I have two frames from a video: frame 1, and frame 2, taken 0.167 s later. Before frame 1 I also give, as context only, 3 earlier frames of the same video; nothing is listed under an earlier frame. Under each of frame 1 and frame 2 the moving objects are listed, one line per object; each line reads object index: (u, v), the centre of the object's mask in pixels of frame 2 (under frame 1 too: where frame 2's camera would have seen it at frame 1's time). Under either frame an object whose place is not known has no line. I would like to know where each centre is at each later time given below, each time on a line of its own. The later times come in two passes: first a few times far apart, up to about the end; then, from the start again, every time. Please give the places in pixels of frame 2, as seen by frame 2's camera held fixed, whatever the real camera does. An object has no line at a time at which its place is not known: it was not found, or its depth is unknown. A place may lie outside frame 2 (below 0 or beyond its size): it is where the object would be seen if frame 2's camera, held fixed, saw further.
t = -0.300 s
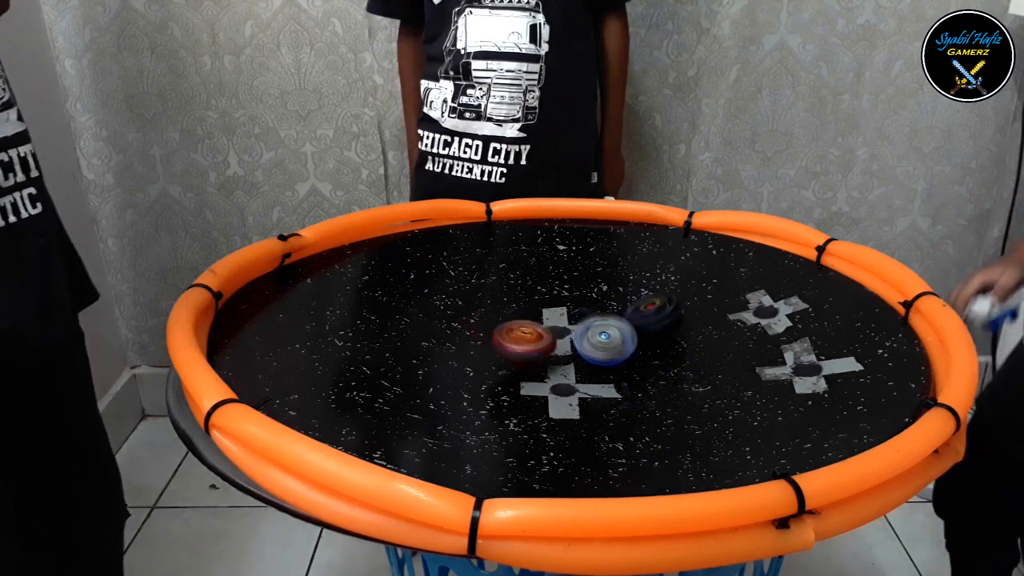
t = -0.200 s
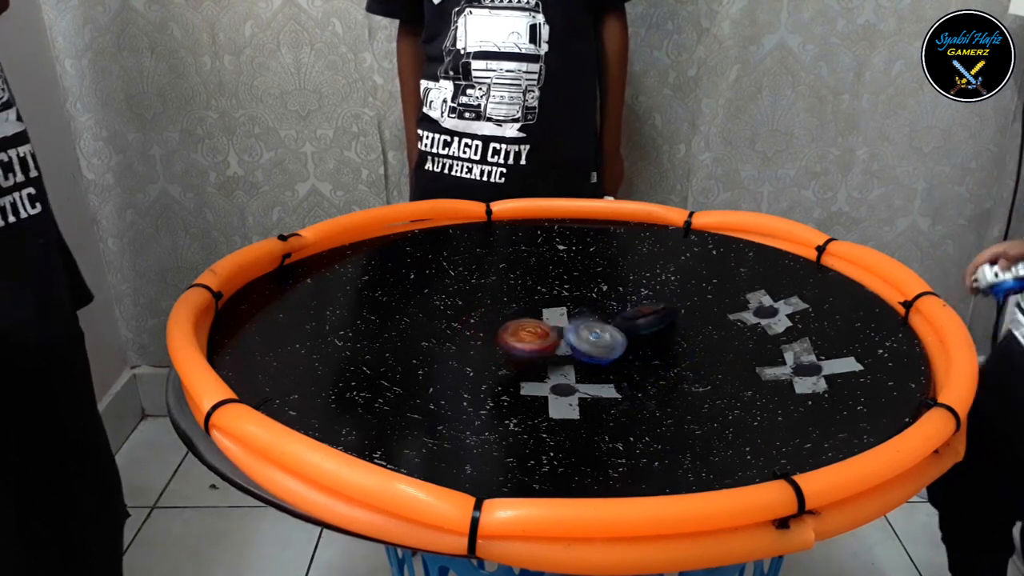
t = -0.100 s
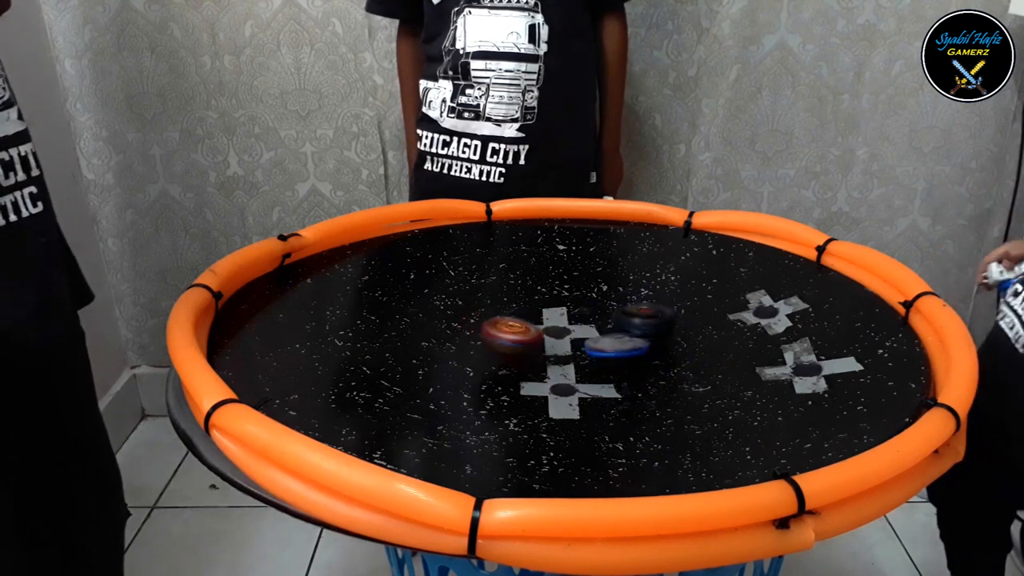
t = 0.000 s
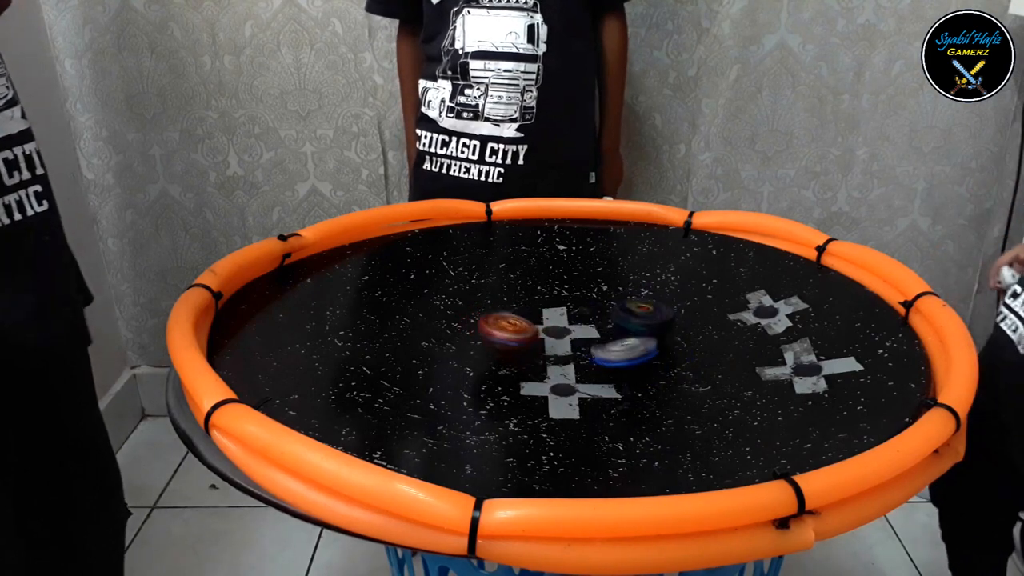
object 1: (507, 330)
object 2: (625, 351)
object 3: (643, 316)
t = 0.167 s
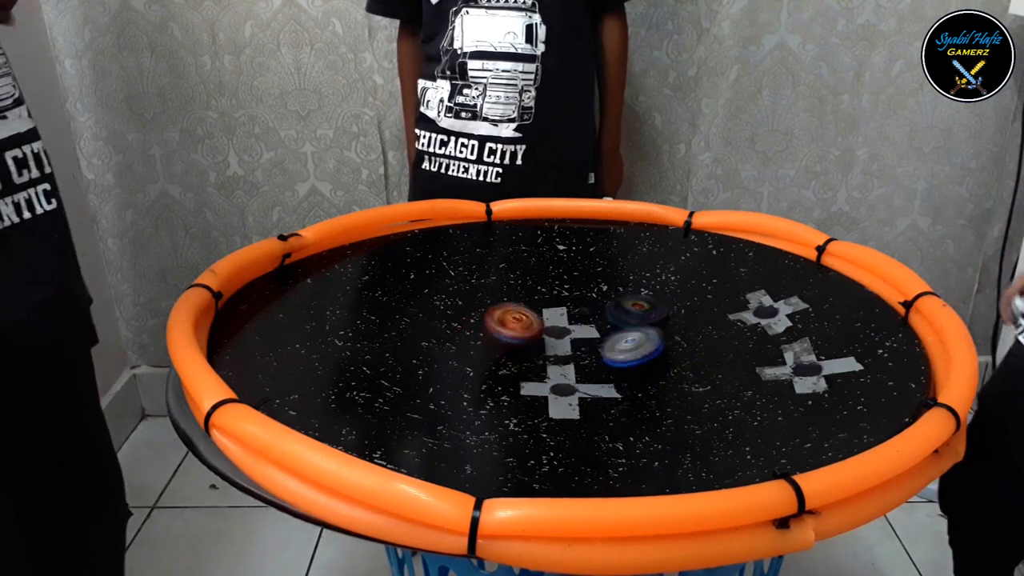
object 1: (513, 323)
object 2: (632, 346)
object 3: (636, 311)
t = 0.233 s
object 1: (520, 322)
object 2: (630, 344)
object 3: (635, 309)
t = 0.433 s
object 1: (550, 320)
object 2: (614, 343)
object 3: (635, 309)
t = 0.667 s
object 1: (559, 317)
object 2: (632, 360)
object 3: (639, 314)
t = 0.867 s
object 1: (537, 312)
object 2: (642, 360)
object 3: (648, 318)
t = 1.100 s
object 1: (534, 308)
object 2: (629, 351)
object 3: (644, 314)
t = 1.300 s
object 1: (543, 311)
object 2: (611, 350)
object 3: (638, 311)
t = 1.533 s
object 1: (550, 322)
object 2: (596, 343)
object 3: (631, 314)
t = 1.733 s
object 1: (544, 324)
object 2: (591, 353)
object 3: (627, 314)
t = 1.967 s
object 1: (547, 315)
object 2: (594, 347)
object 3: (619, 309)
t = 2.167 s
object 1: (549, 316)
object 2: (597, 338)
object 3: (621, 313)
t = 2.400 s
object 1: (544, 314)
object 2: (599, 344)
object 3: (624, 318)
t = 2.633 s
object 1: (541, 320)
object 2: (593, 348)
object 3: (606, 320)
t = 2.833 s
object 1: (546, 321)
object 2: (585, 352)
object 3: (608, 314)
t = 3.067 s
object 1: (544, 323)
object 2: (586, 351)
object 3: (608, 314)
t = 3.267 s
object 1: (542, 322)
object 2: (589, 345)
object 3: (605, 318)
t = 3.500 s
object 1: (545, 322)
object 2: (601, 343)
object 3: (610, 318)
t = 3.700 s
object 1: (545, 323)
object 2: (594, 344)
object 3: (617, 316)
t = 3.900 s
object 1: (545, 323)
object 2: (601, 344)
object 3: (615, 315)
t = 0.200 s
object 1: (516, 322)
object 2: (631, 346)
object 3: (635, 310)
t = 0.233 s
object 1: (520, 322)
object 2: (630, 344)
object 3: (635, 309)
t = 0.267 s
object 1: (524, 321)
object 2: (627, 344)
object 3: (635, 308)
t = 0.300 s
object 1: (529, 320)
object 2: (624, 343)
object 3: (635, 308)
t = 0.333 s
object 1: (533, 320)
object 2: (621, 342)
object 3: (637, 308)
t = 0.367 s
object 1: (539, 320)
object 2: (620, 341)
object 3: (637, 308)
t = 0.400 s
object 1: (544, 320)
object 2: (617, 342)
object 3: (636, 308)
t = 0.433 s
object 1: (550, 320)
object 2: (614, 343)
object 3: (635, 309)
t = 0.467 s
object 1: (556, 319)
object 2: (610, 343)
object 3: (634, 311)
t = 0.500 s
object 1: (561, 319)
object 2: (608, 345)
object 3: (634, 312)
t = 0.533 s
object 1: (564, 318)
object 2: (612, 348)
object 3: (632, 312)
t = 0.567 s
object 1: (566, 318)
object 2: (619, 353)
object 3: (631, 313)
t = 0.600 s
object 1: (566, 316)
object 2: (622, 356)
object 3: (629, 317)
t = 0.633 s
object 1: (565, 315)
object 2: (628, 358)
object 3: (630, 315)
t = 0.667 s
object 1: (559, 317)
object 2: (632, 360)
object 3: (639, 314)
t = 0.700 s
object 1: (554, 314)
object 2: (635, 360)
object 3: (645, 314)
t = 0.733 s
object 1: (549, 315)
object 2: (636, 361)
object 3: (650, 317)
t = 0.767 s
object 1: (546, 315)
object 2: (637, 360)
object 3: (649, 317)
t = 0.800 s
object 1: (541, 312)
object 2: (641, 360)
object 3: (649, 317)
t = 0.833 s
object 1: (538, 312)
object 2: (642, 359)
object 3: (649, 317)
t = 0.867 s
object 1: (537, 312)
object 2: (642, 360)
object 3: (648, 318)
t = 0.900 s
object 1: (534, 310)
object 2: (643, 358)
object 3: (647, 318)
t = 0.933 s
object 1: (533, 308)
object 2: (641, 356)
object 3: (645, 319)
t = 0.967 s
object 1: (533, 310)
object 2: (640, 352)
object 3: (645, 318)
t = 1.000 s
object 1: (533, 308)
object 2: (639, 350)
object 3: (644, 319)
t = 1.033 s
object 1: (534, 307)
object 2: (636, 348)
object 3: (643, 317)
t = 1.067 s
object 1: (534, 308)
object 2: (634, 347)
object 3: (642, 313)
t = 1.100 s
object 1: (534, 308)
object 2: (629, 351)
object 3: (644, 314)
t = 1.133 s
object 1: (535, 308)
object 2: (628, 348)
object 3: (643, 311)
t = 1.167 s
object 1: (537, 308)
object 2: (623, 351)
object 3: (641, 311)
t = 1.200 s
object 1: (539, 308)
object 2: (621, 349)
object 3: (642, 310)
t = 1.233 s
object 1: (540, 309)
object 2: (618, 351)
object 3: (640, 311)
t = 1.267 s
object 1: (542, 310)
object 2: (614, 348)
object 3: (639, 310)
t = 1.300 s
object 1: (543, 311)
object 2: (611, 350)
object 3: (638, 311)
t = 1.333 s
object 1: (544, 312)
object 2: (608, 348)
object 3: (638, 310)
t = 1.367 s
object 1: (546, 314)
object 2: (605, 349)
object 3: (635, 310)
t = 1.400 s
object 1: (546, 317)
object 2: (603, 349)
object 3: (634, 311)
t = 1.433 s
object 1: (548, 318)
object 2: (599, 348)
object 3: (633, 310)
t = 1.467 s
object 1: (549, 319)
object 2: (600, 349)
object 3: (631, 313)
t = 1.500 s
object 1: (549, 321)
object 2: (595, 344)
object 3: (633, 310)
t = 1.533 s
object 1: (550, 322)
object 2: (596, 343)
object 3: (631, 314)
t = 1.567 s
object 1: (550, 323)
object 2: (591, 343)
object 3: (631, 313)
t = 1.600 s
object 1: (550, 323)
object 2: (592, 348)
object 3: (632, 315)
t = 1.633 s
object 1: (549, 322)
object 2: (590, 347)
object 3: (631, 314)
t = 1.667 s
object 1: (549, 324)
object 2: (588, 350)
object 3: (628, 315)
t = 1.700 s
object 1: (548, 324)
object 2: (587, 350)
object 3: (629, 314)
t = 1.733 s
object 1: (544, 324)
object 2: (591, 353)
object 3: (627, 314)
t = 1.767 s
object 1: (543, 320)
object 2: (595, 351)
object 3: (626, 314)
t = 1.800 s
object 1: (542, 320)
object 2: (595, 353)
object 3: (624, 313)
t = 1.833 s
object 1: (542, 318)
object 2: (594, 352)
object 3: (623, 312)
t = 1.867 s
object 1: (542, 317)
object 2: (594, 352)
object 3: (621, 310)
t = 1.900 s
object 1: (543, 316)
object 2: (596, 351)
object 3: (620, 309)
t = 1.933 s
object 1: (544, 315)
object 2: (596, 349)
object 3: (620, 308)
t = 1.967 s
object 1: (547, 315)
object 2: (594, 347)
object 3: (619, 309)
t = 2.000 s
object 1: (548, 315)
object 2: (592, 344)
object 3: (618, 308)
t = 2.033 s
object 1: (551, 315)
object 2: (591, 343)
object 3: (617, 307)
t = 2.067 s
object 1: (552, 315)
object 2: (591, 341)
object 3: (616, 307)
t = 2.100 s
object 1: (552, 312)
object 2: (592, 339)
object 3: (616, 310)
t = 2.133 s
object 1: (551, 314)
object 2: (595, 338)
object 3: (618, 311)
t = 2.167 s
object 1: (549, 316)
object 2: (597, 338)
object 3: (621, 313)
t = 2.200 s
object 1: (547, 316)
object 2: (600, 340)
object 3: (623, 314)
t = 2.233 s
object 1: (549, 314)
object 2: (602, 341)
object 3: (623, 315)
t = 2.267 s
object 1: (550, 311)
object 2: (600, 340)
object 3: (625, 315)
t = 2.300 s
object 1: (548, 311)
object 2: (602, 342)
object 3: (625, 315)
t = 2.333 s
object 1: (547, 312)
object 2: (601, 343)
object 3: (626, 315)
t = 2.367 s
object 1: (544, 314)
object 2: (600, 344)
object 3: (625, 316)
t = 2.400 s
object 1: (544, 314)
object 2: (599, 344)
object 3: (624, 318)
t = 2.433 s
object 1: (543, 313)
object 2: (597, 345)
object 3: (623, 318)
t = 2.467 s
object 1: (546, 317)
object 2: (594, 346)
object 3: (617, 318)
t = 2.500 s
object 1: (544, 318)
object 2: (593, 347)
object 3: (615, 318)
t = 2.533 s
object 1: (544, 318)
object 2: (593, 347)
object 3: (613, 317)
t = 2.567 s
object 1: (541, 320)
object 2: (592, 348)
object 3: (613, 320)
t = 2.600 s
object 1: (542, 320)
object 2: (592, 348)
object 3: (609, 320)
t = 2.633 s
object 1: (541, 320)
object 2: (593, 348)
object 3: (606, 320)
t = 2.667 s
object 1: (542, 321)
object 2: (591, 349)
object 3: (607, 319)
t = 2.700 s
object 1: (544, 323)
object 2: (588, 352)
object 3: (606, 318)
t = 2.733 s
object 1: (546, 323)
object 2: (586, 353)
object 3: (605, 317)
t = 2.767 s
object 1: (549, 323)
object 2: (585, 353)
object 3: (605, 316)
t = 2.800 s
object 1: (548, 322)
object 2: (585, 351)
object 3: (606, 315)
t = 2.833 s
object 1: (546, 321)
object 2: (585, 352)
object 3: (608, 314)
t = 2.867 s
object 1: (544, 321)
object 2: (585, 352)
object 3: (609, 314)
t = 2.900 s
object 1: (544, 321)
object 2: (585, 352)
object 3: (611, 313)
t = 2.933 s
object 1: (543, 322)
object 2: (585, 352)
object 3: (612, 313)
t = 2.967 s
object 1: (542, 323)
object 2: (585, 352)
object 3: (612, 313)
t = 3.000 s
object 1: (543, 323)
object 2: (585, 352)
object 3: (611, 313)
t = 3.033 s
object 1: (543, 323)
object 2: (586, 351)
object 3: (610, 314)
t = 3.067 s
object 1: (544, 323)
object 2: (586, 351)
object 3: (608, 314)
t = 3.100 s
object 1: (544, 323)
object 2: (587, 349)
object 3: (609, 315)
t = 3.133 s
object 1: (544, 323)
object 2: (588, 349)
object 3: (607, 316)
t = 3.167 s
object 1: (543, 322)
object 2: (588, 348)
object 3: (606, 317)
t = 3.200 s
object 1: (543, 323)
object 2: (589, 347)
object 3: (606, 318)
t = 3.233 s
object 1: (543, 322)
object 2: (590, 345)
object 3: (605, 317)
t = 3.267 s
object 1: (542, 322)
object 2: (589, 345)
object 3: (605, 318)
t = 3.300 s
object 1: (542, 322)
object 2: (591, 344)
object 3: (605, 318)
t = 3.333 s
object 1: (541, 322)
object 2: (591, 344)
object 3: (607, 318)
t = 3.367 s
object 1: (542, 322)
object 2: (592, 343)
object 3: (606, 319)
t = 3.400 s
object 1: (542, 322)
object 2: (593, 343)
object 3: (606, 319)
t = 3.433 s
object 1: (543, 322)
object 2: (595, 343)
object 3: (607, 317)
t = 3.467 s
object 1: (544, 322)
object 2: (599, 343)
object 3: (609, 317)
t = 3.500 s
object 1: (545, 322)
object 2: (601, 343)
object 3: (610, 318)
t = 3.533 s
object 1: (545, 322)
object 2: (602, 343)
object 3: (611, 318)
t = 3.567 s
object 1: (545, 323)
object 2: (601, 343)
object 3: (613, 318)
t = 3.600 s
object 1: (545, 323)
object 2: (600, 343)
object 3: (613, 317)
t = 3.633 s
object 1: (545, 323)
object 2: (598, 343)
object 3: (616, 317)
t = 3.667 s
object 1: (545, 323)
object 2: (595, 344)
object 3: (617, 316)
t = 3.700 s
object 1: (545, 323)
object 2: (594, 344)
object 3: (617, 316)
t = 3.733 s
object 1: (545, 323)
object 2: (594, 344)
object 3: (617, 316)
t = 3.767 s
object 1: (545, 323)
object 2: (595, 344)
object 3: (617, 315)
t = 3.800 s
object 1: (546, 323)
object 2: (598, 343)
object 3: (617, 315)
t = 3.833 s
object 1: (545, 323)
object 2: (600, 343)
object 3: (616, 315)
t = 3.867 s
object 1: (545, 323)
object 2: (601, 344)
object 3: (615, 315)
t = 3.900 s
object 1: (545, 323)
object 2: (601, 344)
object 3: (615, 315)
